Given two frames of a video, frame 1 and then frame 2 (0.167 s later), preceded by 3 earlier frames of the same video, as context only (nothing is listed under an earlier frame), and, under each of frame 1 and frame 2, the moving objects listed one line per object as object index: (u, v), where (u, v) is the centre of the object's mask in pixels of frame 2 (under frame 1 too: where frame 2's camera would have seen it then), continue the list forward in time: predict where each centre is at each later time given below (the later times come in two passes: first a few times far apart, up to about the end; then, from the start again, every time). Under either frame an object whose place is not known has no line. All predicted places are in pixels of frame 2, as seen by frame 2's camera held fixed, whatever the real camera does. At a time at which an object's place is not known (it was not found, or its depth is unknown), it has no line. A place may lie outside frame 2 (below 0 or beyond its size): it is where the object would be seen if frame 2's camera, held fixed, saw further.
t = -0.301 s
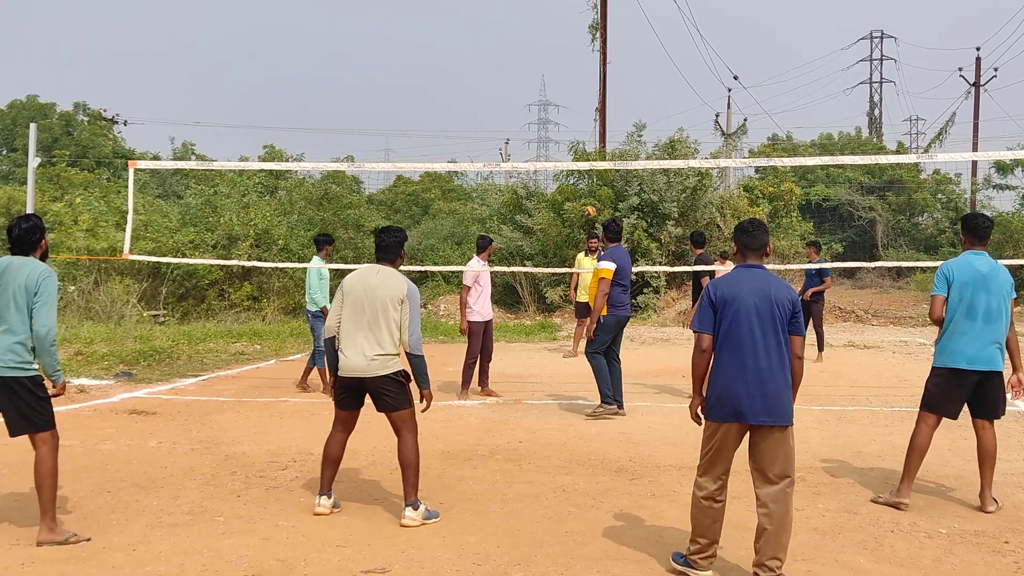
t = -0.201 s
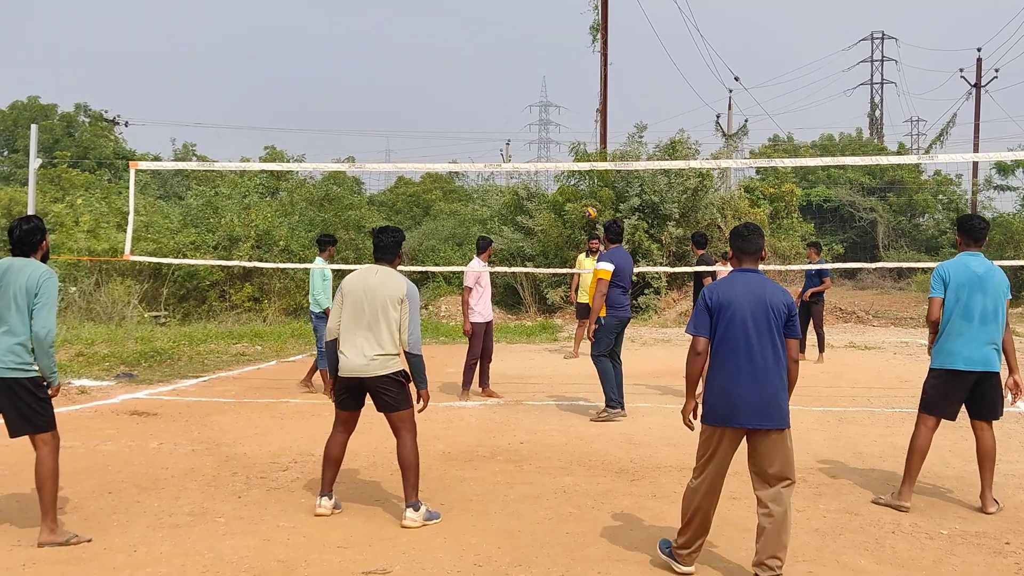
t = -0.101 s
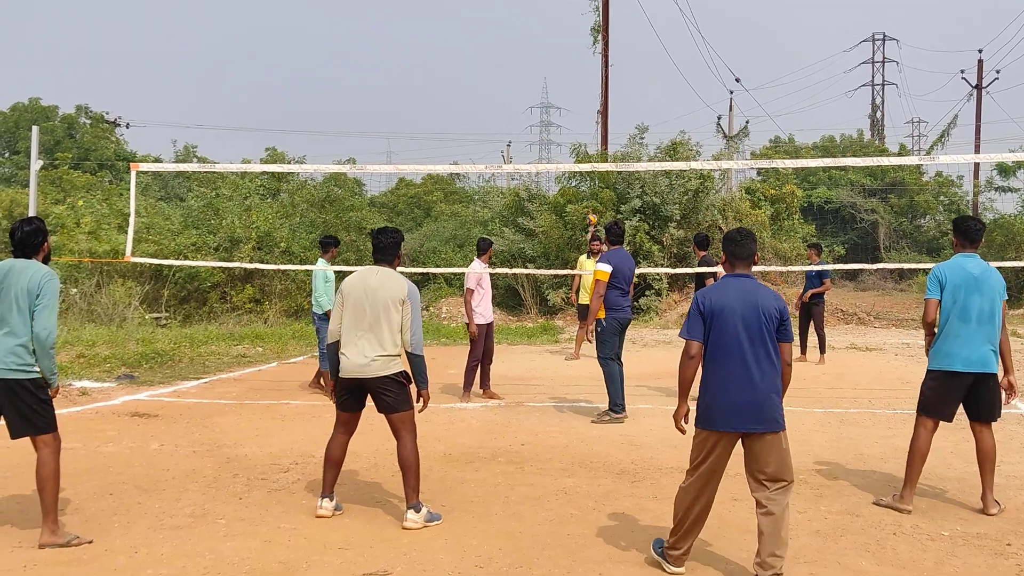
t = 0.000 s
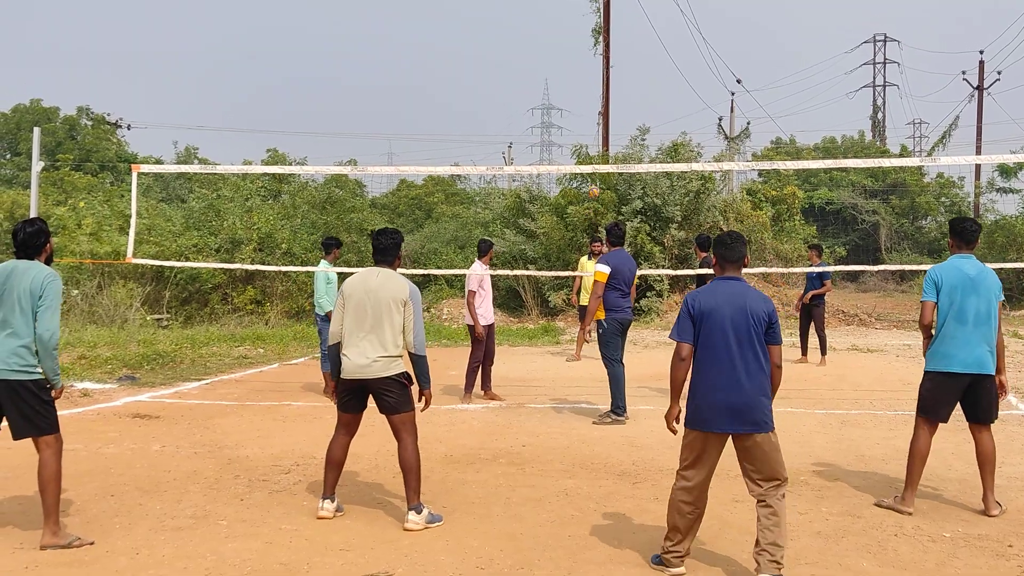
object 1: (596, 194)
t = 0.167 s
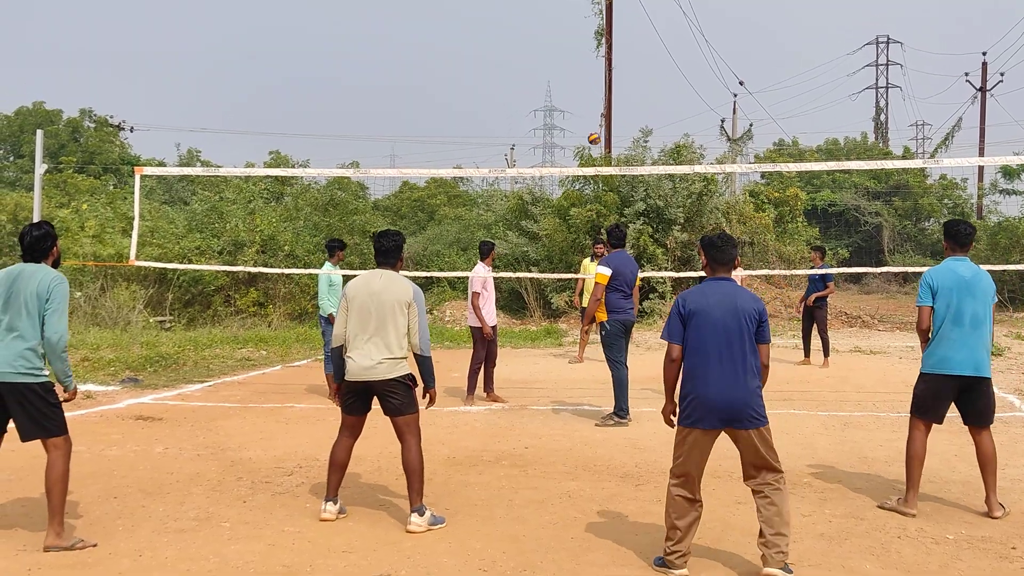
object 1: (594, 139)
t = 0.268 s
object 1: (589, 110)
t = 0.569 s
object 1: (559, 52)
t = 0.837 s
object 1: (506, 55)
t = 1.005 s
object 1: (456, 105)
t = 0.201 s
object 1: (593, 129)
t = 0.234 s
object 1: (591, 119)
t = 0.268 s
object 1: (589, 110)
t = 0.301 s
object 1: (587, 102)
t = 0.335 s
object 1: (585, 93)
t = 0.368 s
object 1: (582, 86)
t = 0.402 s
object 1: (579, 78)
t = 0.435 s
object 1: (576, 71)
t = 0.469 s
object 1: (573, 65)
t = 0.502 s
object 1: (568, 60)
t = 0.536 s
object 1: (564, 55)
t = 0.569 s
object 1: (559, 52)
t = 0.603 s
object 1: (554, 48)
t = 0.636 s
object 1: (548, 47)
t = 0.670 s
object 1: (542, 45)
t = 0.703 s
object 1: (536, 45)
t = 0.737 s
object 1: (529, 45)
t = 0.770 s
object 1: (522, 47)
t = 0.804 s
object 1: (514, 50)
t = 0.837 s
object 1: (506, 55)
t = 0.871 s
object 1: (497, 61)
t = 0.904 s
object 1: (488, 69)
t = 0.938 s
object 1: (478, 79)
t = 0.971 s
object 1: (467, 91)
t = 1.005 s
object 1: (456, 105)
